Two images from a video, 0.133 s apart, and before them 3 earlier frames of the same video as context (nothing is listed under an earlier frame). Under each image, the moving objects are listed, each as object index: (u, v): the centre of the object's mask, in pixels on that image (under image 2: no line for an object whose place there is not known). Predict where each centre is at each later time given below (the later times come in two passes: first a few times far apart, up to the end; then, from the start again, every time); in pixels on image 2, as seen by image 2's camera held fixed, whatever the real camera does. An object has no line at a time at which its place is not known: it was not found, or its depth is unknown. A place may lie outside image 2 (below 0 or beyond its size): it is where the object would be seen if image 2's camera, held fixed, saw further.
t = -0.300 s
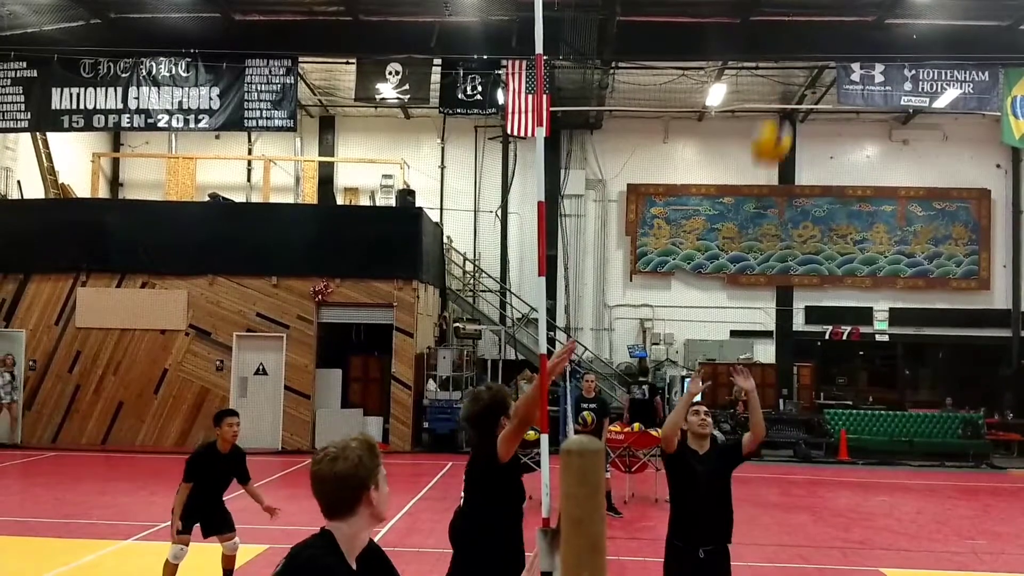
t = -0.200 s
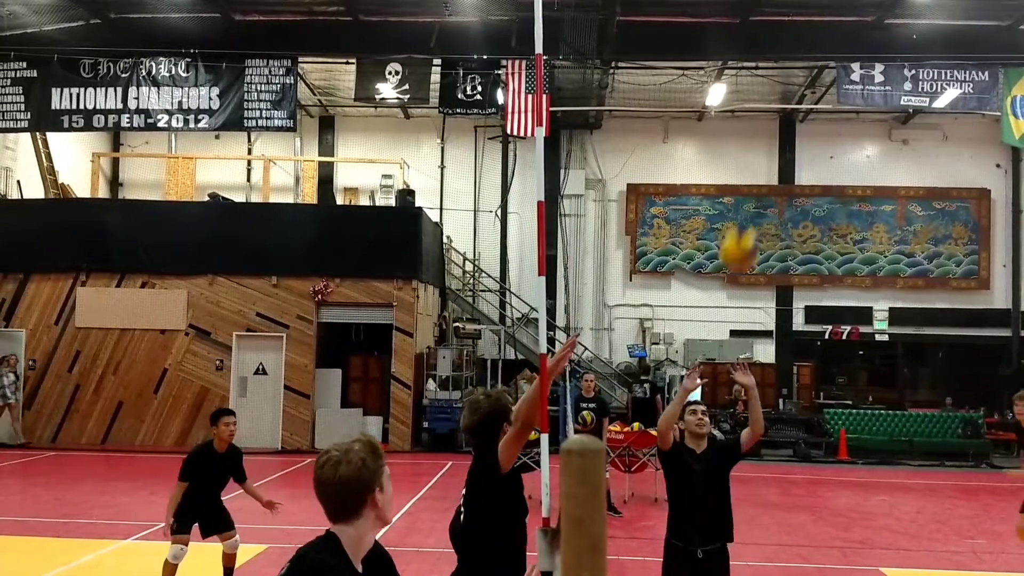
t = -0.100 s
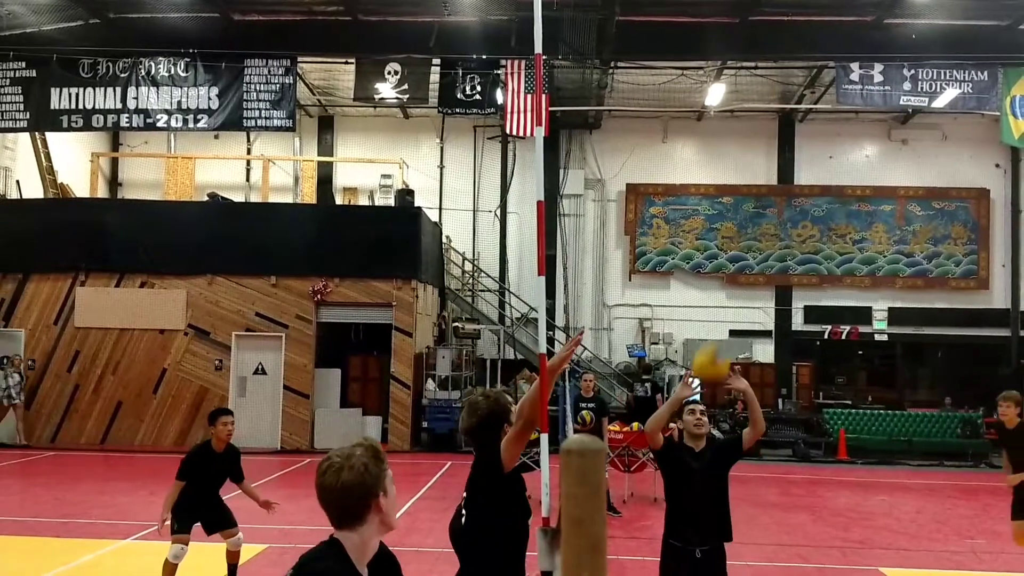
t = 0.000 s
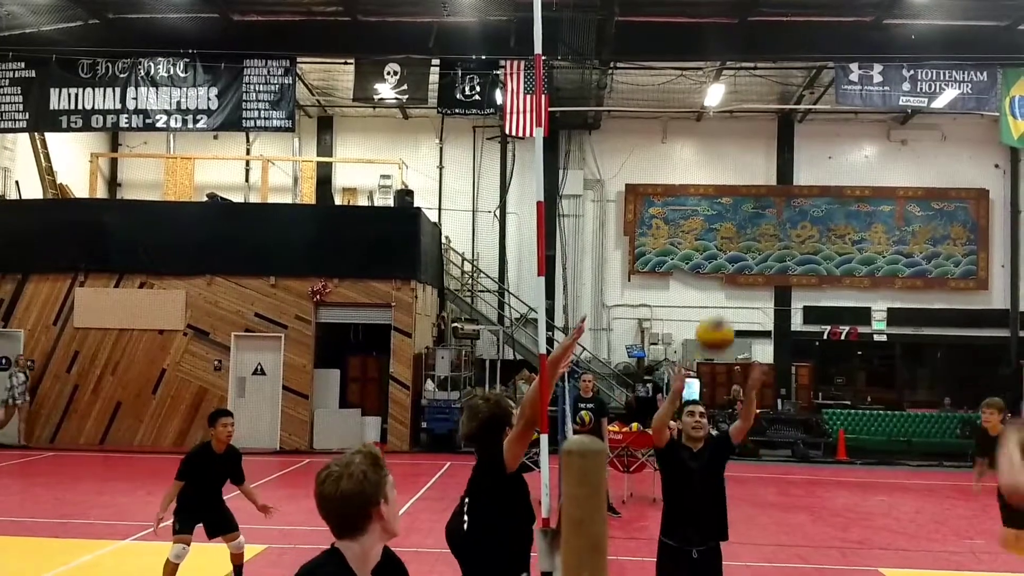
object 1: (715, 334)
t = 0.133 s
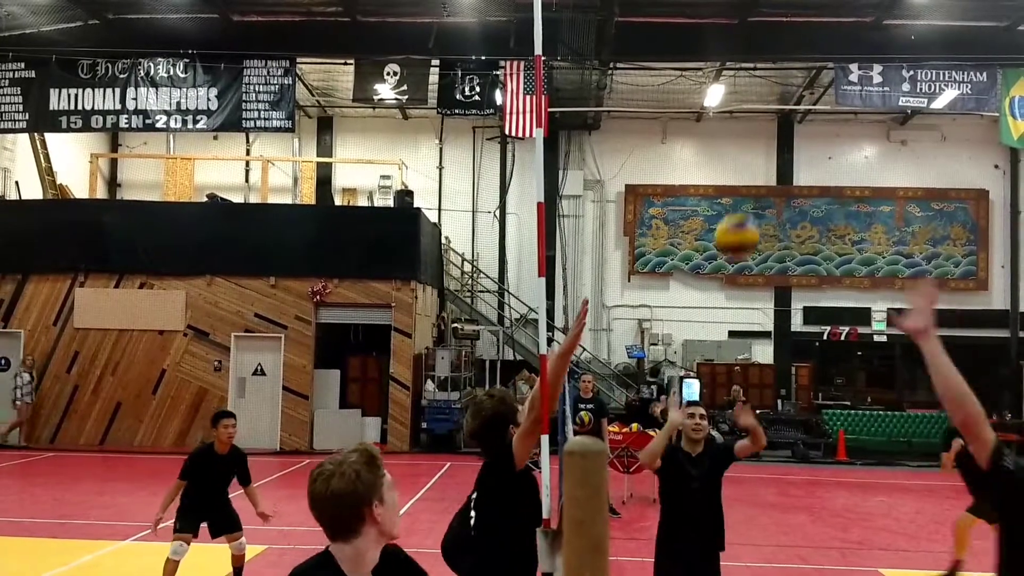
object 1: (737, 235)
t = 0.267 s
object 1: (767, 153)
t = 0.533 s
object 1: (857, 64)
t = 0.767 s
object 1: (1000, 191)
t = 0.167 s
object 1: (744, 214)
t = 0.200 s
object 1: (750, 194)
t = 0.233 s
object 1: (759, 173)
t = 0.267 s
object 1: (767, 153)
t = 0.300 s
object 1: (775, 137)
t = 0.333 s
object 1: (783, 121)
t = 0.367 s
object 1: (792, 106)
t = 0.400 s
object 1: (803, 93)
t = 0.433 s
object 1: (815, 82)
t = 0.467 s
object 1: (828, 73)
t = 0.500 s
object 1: (842, 67)
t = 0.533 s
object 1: (857, 64)
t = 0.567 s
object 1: (874, 63)
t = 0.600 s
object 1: (890, 68)
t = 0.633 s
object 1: (911, 78)
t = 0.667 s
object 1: (934, 92)
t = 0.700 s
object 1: (961, 117)
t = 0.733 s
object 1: (982, 146)
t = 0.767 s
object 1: (1000, 191)
